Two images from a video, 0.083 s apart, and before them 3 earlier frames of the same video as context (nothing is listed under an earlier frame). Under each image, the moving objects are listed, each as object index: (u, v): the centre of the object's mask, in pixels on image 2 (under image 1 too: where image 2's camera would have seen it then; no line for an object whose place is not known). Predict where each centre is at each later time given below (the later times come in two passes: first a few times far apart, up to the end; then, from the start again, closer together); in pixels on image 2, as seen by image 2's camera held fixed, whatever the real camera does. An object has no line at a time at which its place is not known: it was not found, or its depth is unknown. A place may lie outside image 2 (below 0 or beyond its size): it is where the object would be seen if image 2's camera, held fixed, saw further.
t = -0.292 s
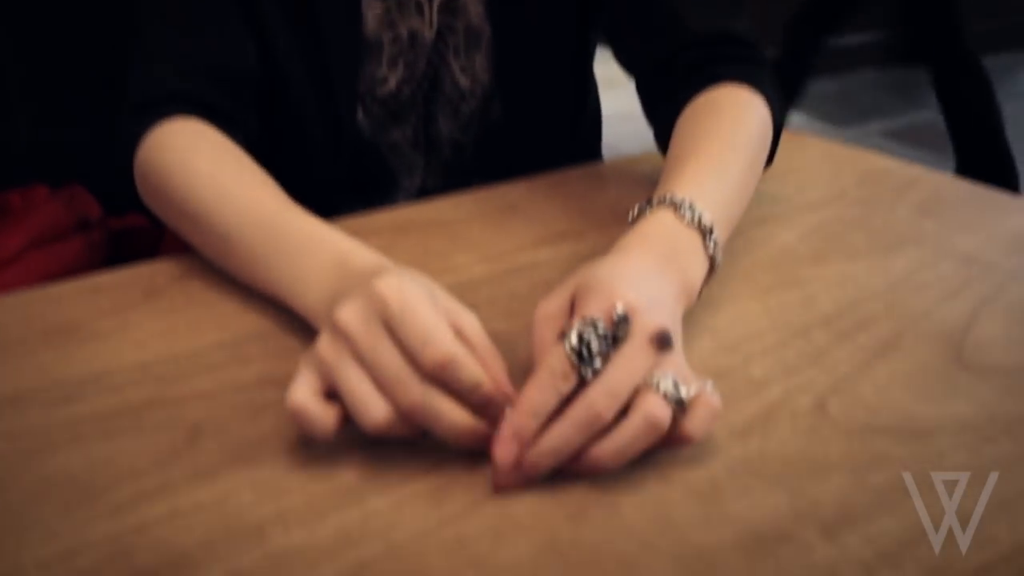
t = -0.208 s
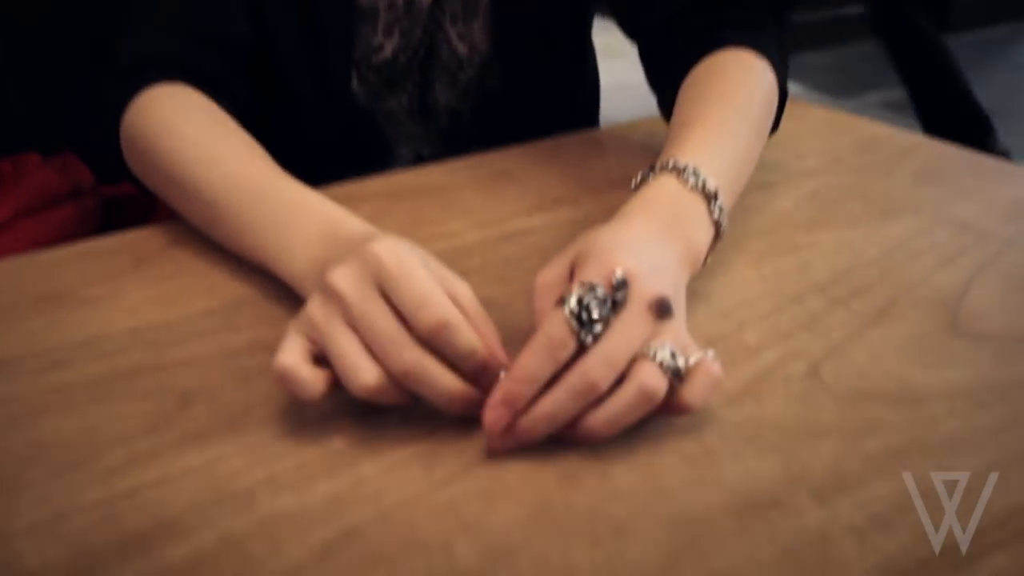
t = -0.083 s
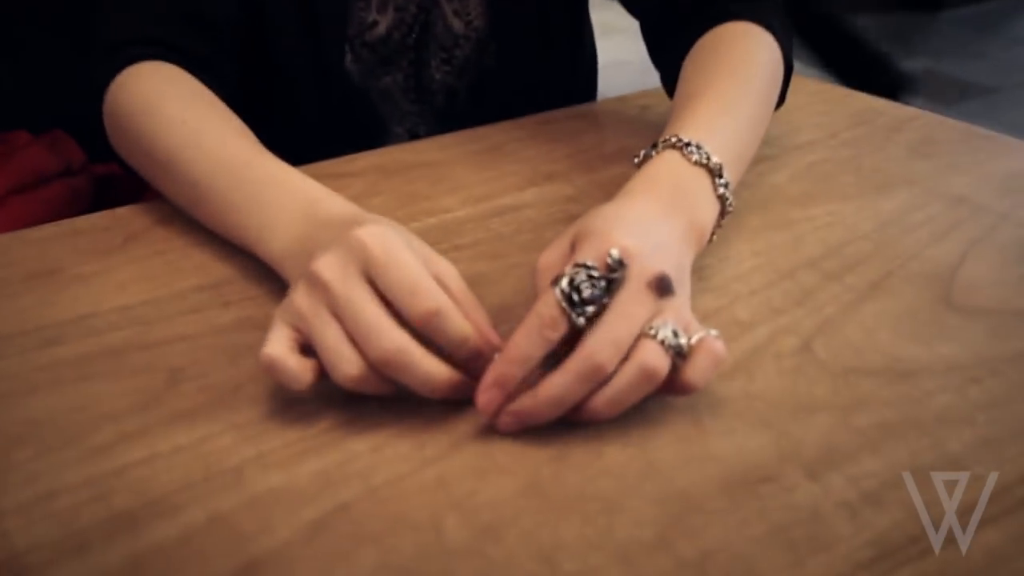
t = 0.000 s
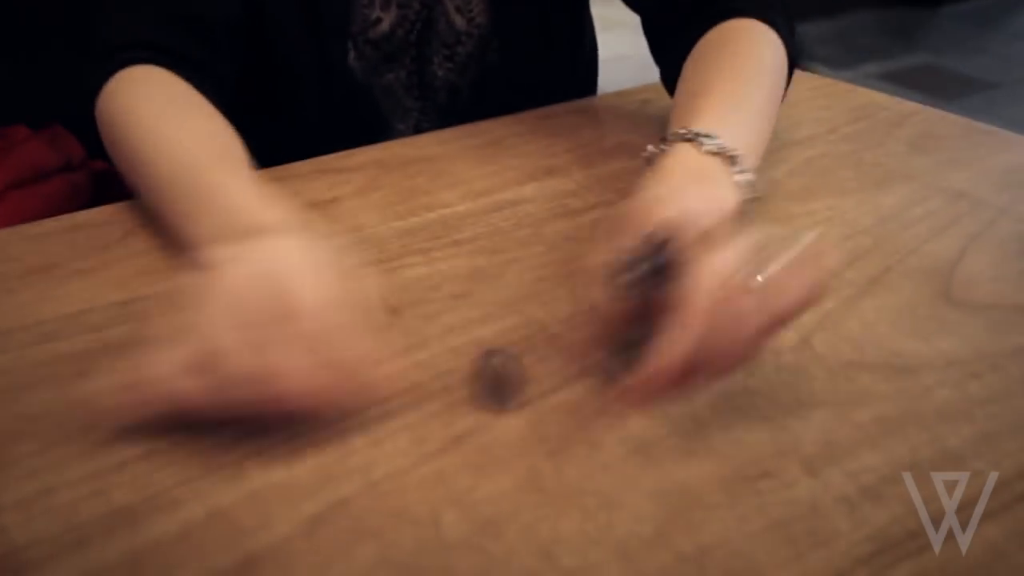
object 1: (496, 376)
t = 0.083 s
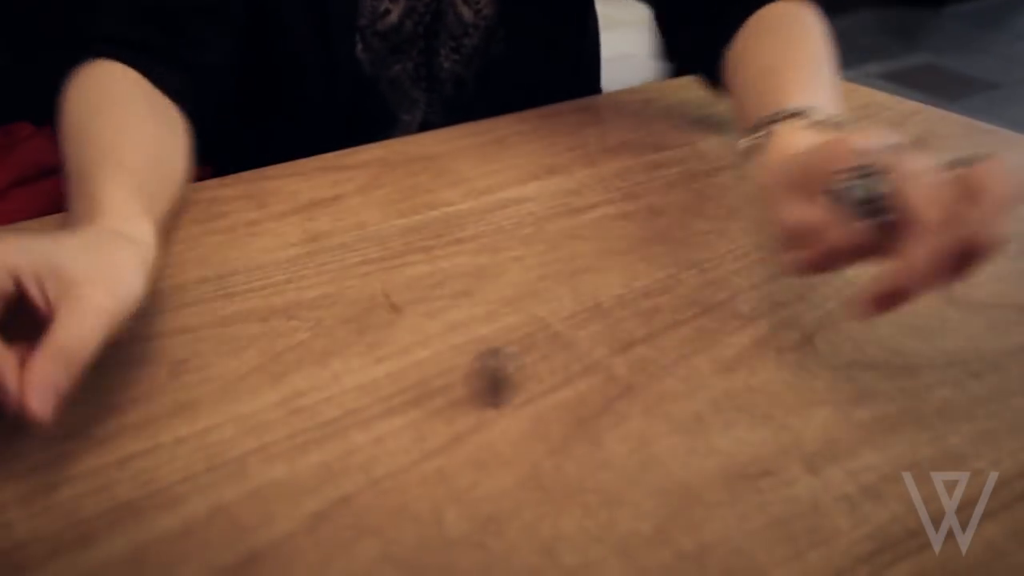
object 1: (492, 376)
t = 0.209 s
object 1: (495, 373)
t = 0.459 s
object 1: (494, 365)
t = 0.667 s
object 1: (495, 355)
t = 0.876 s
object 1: (482, 348)
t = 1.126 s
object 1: (456, 344)
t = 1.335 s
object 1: (431, 349)
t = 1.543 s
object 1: (412, 361)
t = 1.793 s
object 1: (414, 378)
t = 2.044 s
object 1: (436, 386)
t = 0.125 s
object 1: (494, 374)
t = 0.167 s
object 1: (494, 373)
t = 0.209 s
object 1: (495, 373)
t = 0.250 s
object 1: (496, 371)
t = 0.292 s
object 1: (497, 370)
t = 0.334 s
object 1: (496, 368)
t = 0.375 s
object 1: (496, 367)
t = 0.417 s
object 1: (495, 366)
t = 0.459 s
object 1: (494, 365)
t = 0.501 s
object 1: (494, 363)
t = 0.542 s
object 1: (495, 361)
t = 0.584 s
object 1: (495, 359)
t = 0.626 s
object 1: (496, 357)
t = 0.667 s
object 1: (495, 355)
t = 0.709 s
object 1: (494, 354)
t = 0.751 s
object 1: (491, 353)
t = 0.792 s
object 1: (487, 353)
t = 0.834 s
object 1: (486, 350)
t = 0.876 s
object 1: (482, 348)
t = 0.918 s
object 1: (480, 346)
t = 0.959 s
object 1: (474, 347)
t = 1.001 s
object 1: (470, 346)
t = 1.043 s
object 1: (466, 343)
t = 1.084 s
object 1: (461, 343)
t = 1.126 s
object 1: (456, 344)
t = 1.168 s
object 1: (448, 345)
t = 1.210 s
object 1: (444, 345)
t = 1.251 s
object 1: (439, 347)
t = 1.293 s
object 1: (434, 347)
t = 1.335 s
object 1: (431, 349)
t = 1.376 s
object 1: (424, 351)
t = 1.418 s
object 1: (419, 352)
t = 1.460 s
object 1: (417, 355)
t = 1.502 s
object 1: (415, 357)
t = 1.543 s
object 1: (412, 361)
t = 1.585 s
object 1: (411, 363)
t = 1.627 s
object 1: (410, 366)
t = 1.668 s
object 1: (410, 371)
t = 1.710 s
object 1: (412, 372)
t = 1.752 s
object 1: (411, 375)
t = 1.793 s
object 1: (414, 378)
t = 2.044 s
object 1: (436, 386)
